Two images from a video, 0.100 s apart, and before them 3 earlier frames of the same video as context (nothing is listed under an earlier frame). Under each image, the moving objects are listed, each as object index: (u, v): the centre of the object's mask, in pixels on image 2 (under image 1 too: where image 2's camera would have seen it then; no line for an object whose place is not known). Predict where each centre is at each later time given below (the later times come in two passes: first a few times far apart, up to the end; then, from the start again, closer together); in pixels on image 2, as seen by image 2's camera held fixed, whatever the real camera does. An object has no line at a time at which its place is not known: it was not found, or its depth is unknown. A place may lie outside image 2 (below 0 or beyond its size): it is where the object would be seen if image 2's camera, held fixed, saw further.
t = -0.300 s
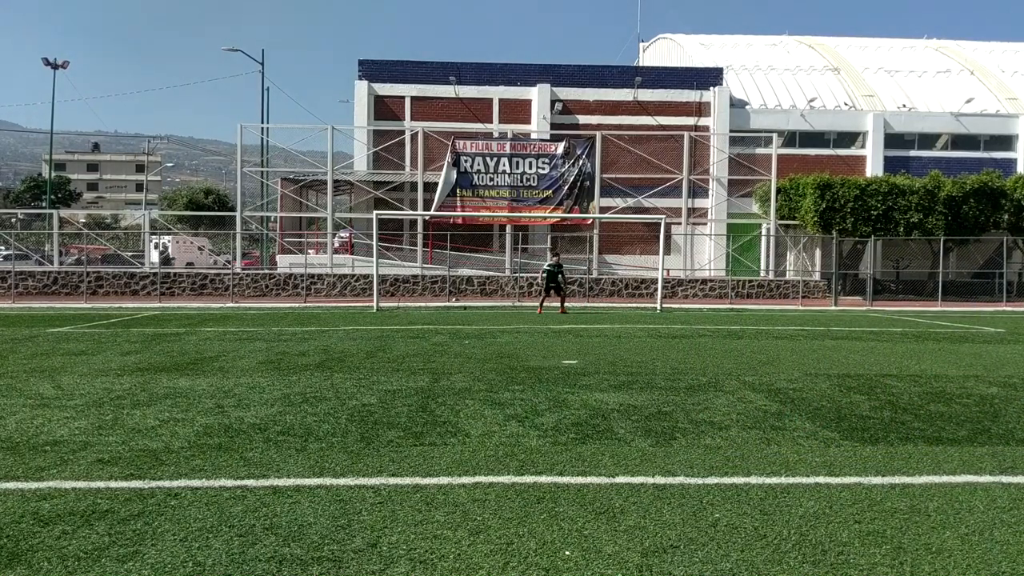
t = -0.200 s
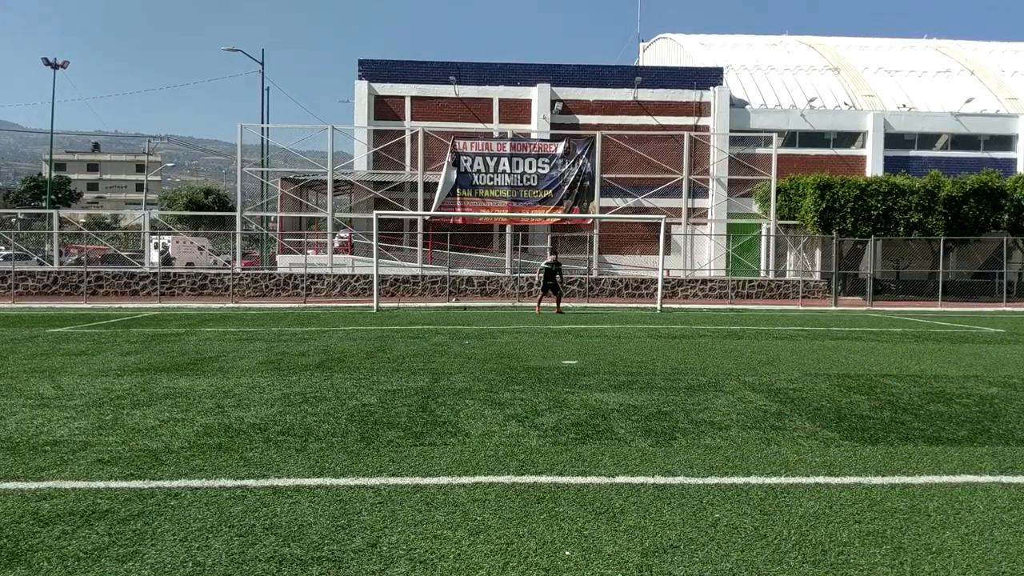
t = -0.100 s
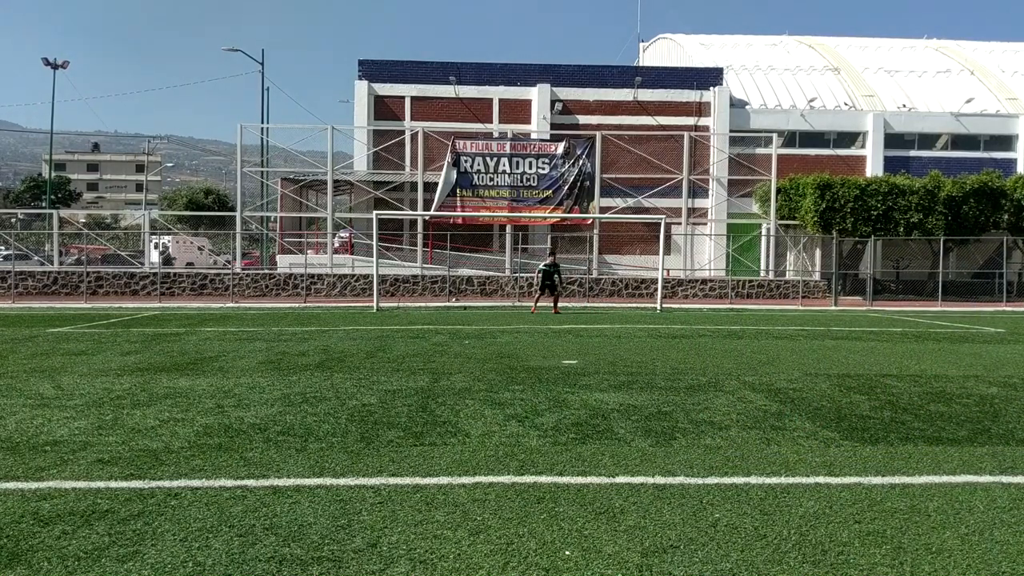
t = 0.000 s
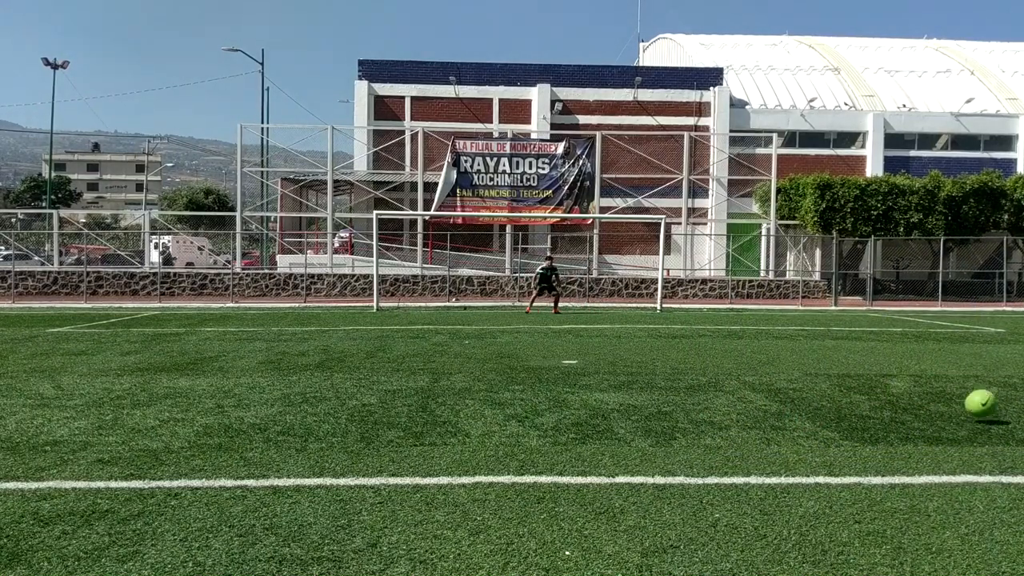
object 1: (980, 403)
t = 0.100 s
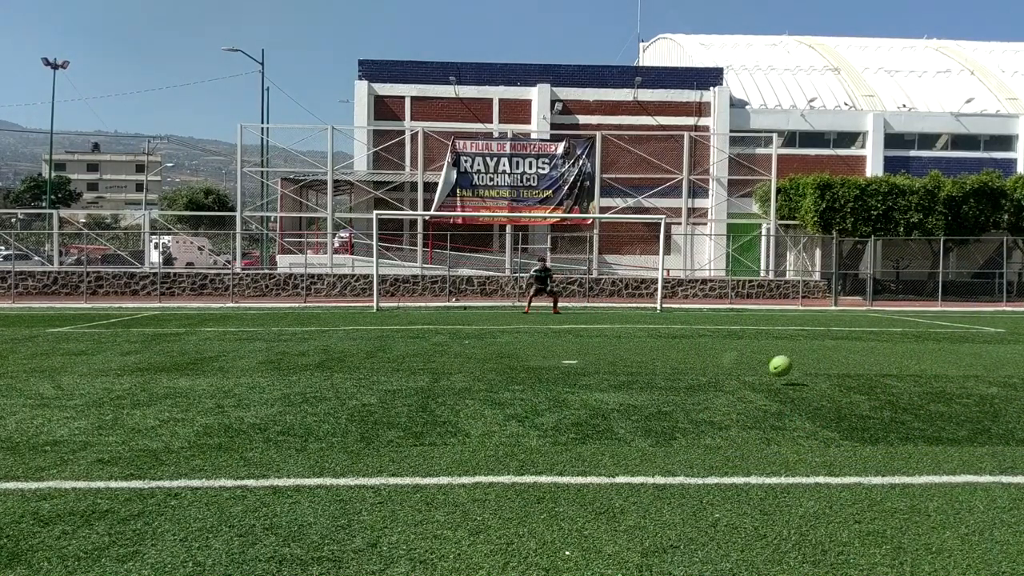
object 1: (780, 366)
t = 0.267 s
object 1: (594, 341)
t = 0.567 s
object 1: (445, 318)
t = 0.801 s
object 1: (386, 310)
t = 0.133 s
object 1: (731, 359)
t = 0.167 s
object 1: (689, 355)
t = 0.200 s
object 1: (652, 352)
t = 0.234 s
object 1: (620, 348)
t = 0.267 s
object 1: (594, 341)
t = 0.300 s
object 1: (571, 336)
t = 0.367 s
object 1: (530, 329)
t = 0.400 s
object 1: (512, 328)
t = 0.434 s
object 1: (495, 327)
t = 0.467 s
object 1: (480, 327)
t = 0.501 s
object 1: (467, 325)
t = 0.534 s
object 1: (455, 321)
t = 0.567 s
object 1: (445, 318)
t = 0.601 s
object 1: (434, 316)
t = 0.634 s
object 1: (425, 315)
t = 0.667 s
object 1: (416, 315)
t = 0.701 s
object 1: (407, 315)
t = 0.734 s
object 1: (399, 316)
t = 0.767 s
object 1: (392, 312)
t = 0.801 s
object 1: (386, 310)
